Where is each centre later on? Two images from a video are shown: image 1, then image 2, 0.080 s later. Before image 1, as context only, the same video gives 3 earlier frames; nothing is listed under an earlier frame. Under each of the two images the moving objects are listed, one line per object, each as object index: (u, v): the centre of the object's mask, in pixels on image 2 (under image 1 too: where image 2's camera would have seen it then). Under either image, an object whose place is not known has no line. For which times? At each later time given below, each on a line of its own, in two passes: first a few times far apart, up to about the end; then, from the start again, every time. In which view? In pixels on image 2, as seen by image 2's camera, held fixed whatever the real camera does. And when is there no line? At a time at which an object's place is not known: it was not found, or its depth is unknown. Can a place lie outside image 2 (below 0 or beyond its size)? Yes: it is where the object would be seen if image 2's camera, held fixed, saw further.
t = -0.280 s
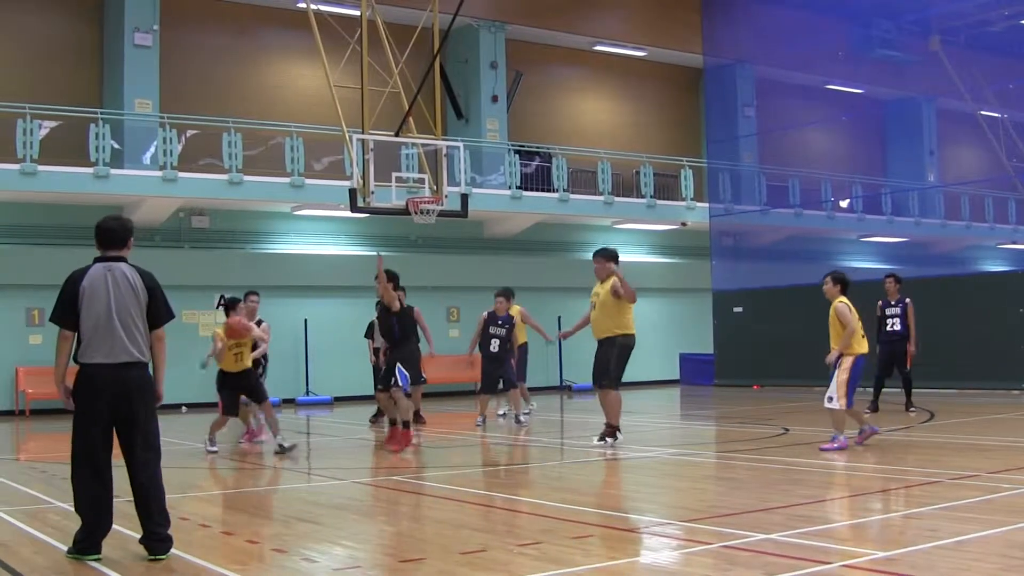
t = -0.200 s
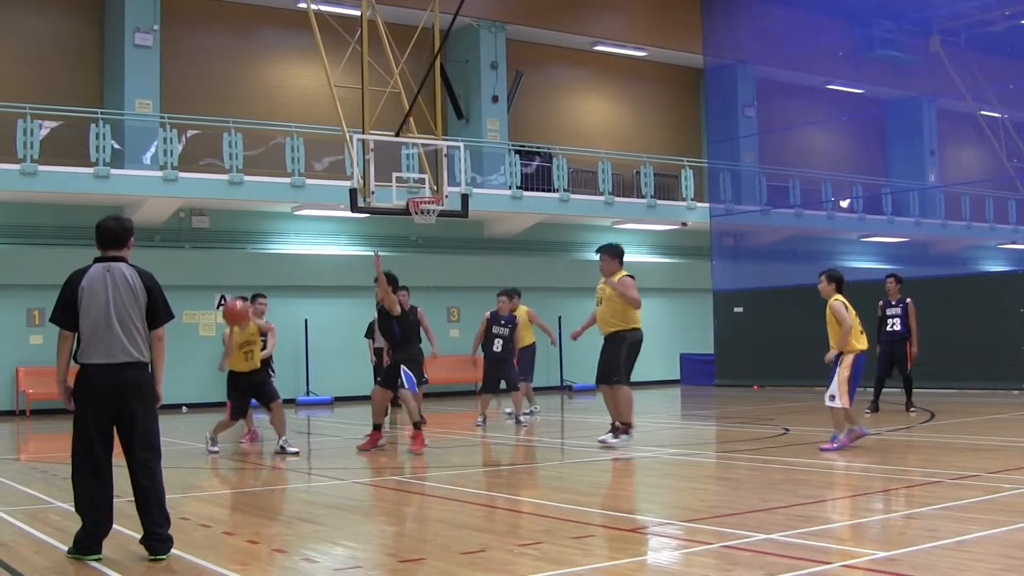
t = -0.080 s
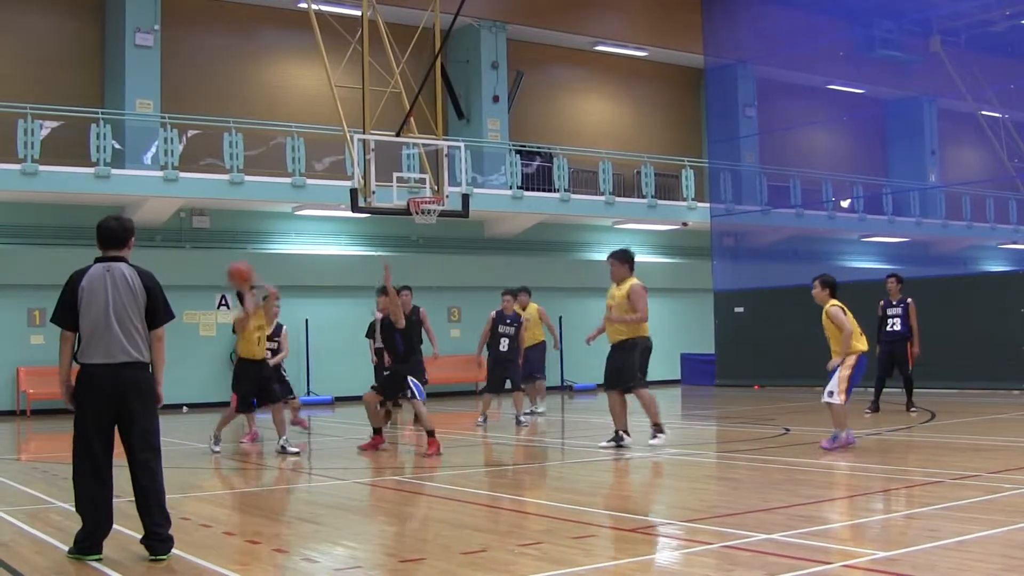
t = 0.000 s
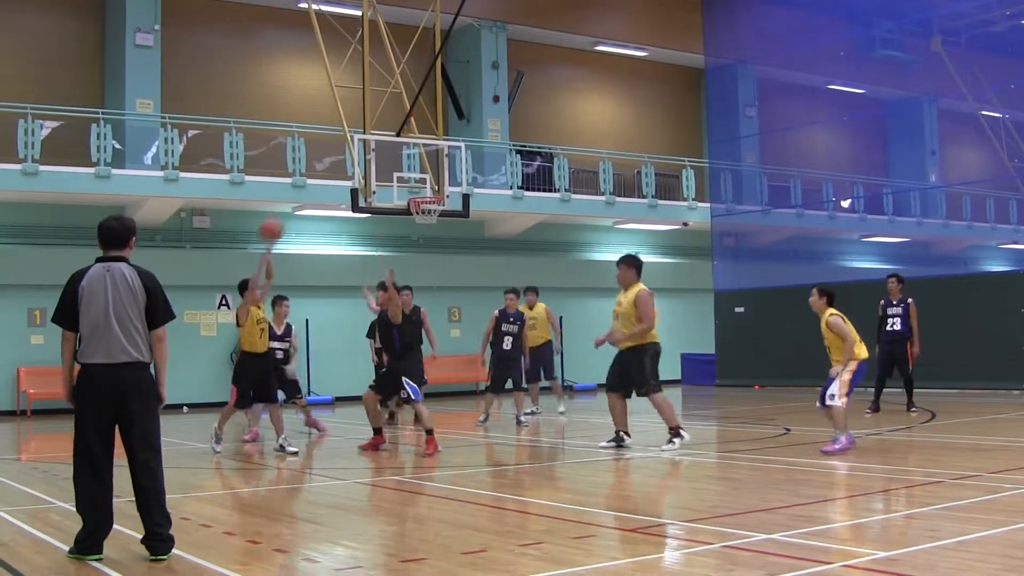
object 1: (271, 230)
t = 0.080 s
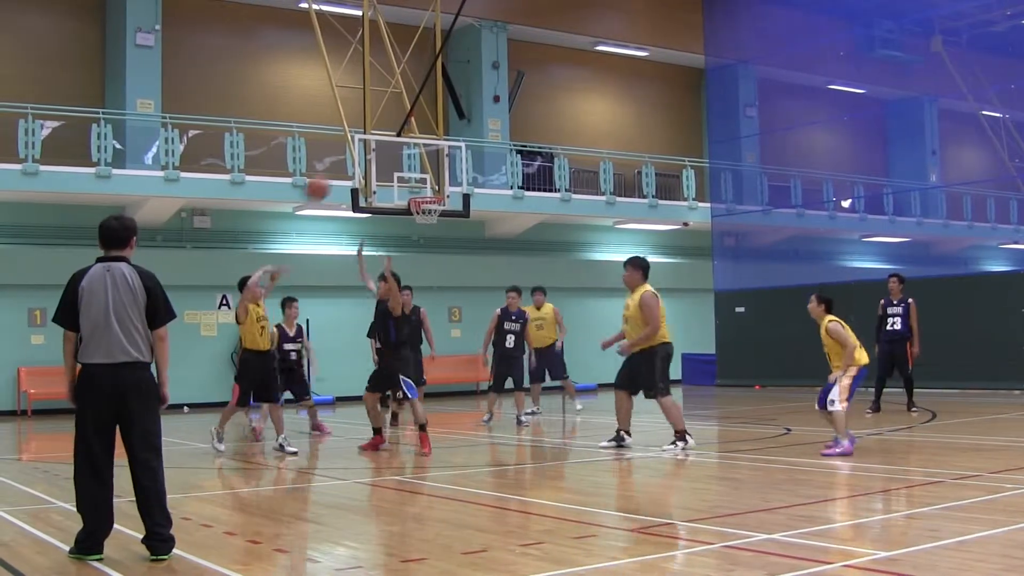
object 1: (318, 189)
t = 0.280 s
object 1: (434, 113)
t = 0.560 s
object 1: (600, 79)
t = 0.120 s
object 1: (341, 170)
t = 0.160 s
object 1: (363, 153)
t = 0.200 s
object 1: (386, 139)
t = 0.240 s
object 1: (410, 124)
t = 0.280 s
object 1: (434, 113)
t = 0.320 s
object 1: (458, 104)
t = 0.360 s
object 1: (481, 96)
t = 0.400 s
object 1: (505, 89)
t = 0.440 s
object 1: (528, 83)
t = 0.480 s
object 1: (553, 80)
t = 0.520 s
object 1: (576, 78)
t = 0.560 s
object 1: (600, 79)
